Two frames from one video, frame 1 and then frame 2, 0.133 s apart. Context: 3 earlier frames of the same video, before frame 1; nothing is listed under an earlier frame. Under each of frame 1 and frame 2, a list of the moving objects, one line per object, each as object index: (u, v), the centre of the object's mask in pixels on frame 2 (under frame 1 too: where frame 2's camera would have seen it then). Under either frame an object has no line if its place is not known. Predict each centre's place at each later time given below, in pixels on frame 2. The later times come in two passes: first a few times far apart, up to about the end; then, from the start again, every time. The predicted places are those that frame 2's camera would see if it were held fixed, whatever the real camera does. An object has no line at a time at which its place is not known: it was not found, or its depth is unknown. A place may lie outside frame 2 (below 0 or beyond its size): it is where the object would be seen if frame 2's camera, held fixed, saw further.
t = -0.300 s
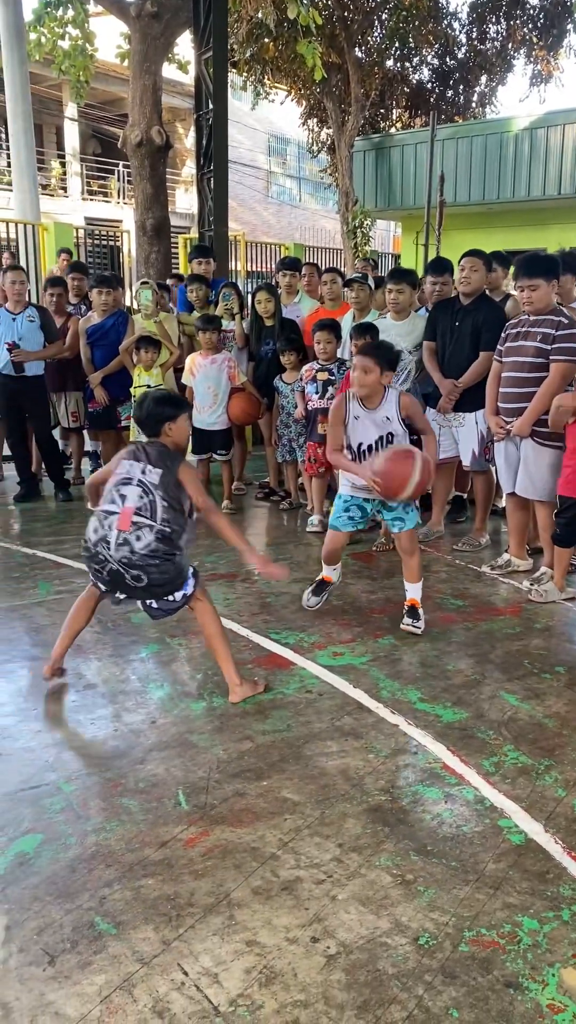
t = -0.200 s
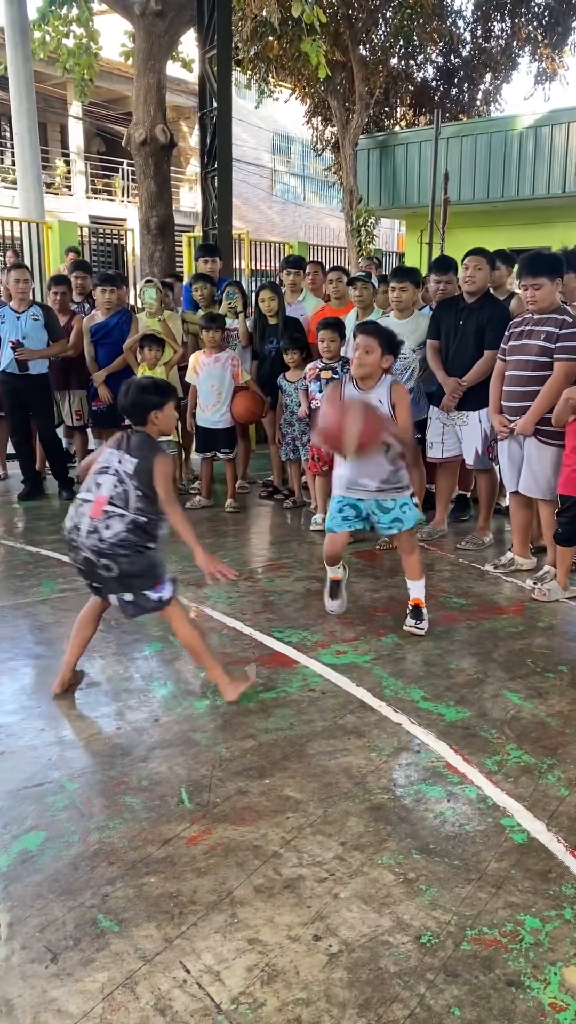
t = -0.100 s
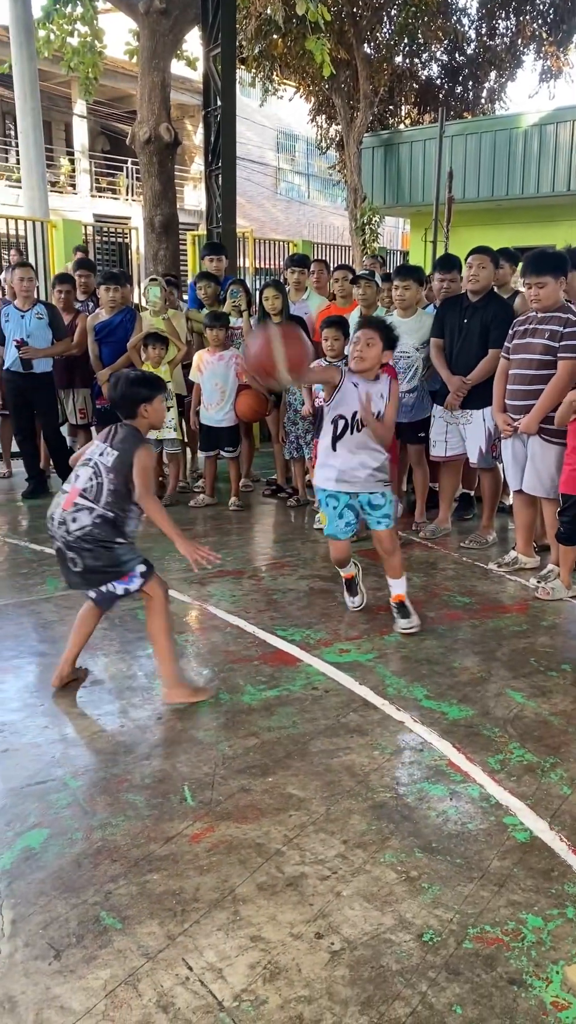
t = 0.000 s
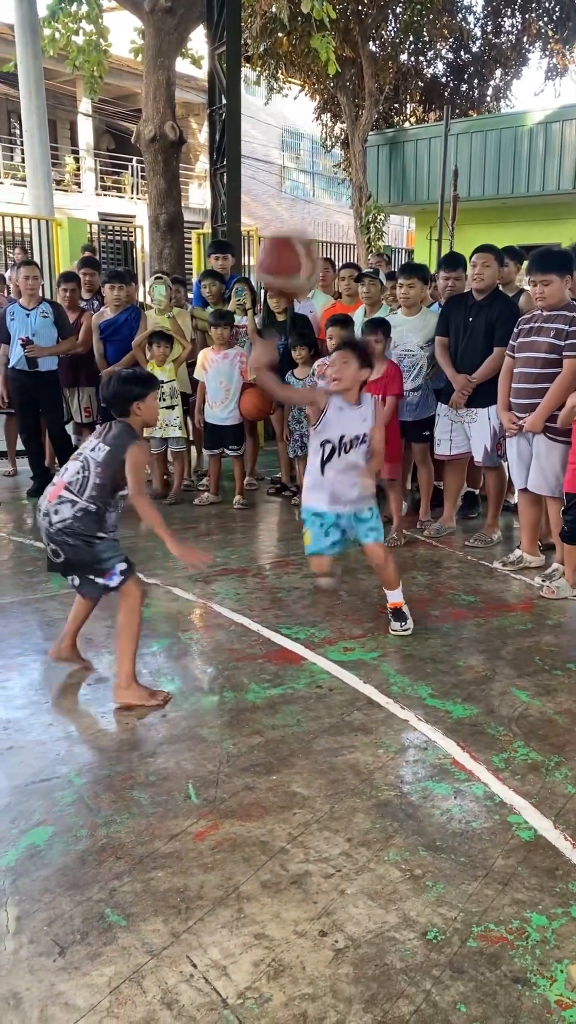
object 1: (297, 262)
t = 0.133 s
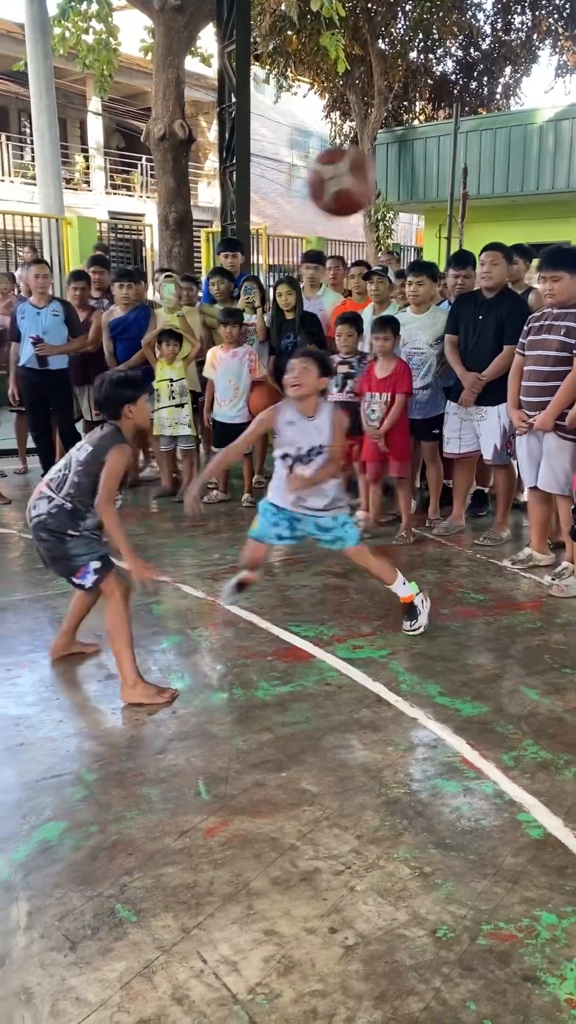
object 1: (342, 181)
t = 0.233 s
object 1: (371, 152)
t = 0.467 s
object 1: (440, 198)
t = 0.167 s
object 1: (351, 168)
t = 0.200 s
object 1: (362, 159)
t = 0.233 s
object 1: (371, 152)
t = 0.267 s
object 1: (382, 149)
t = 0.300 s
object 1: (390, 149)
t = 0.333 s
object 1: (401, 154)
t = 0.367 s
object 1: (411, 160)
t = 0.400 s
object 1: (421, 170)
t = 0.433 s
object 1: (432, 183)
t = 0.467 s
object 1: (440, 198)
